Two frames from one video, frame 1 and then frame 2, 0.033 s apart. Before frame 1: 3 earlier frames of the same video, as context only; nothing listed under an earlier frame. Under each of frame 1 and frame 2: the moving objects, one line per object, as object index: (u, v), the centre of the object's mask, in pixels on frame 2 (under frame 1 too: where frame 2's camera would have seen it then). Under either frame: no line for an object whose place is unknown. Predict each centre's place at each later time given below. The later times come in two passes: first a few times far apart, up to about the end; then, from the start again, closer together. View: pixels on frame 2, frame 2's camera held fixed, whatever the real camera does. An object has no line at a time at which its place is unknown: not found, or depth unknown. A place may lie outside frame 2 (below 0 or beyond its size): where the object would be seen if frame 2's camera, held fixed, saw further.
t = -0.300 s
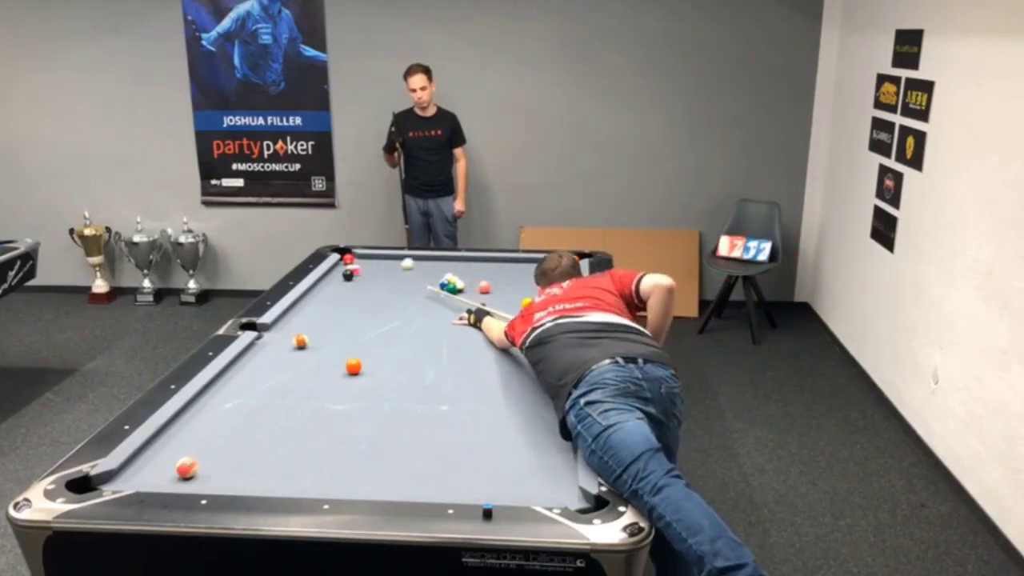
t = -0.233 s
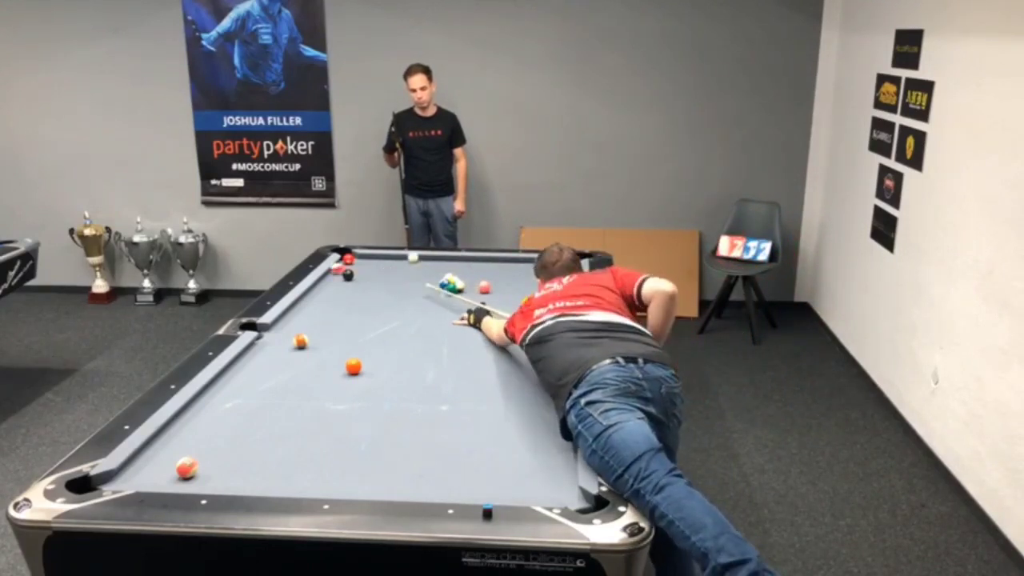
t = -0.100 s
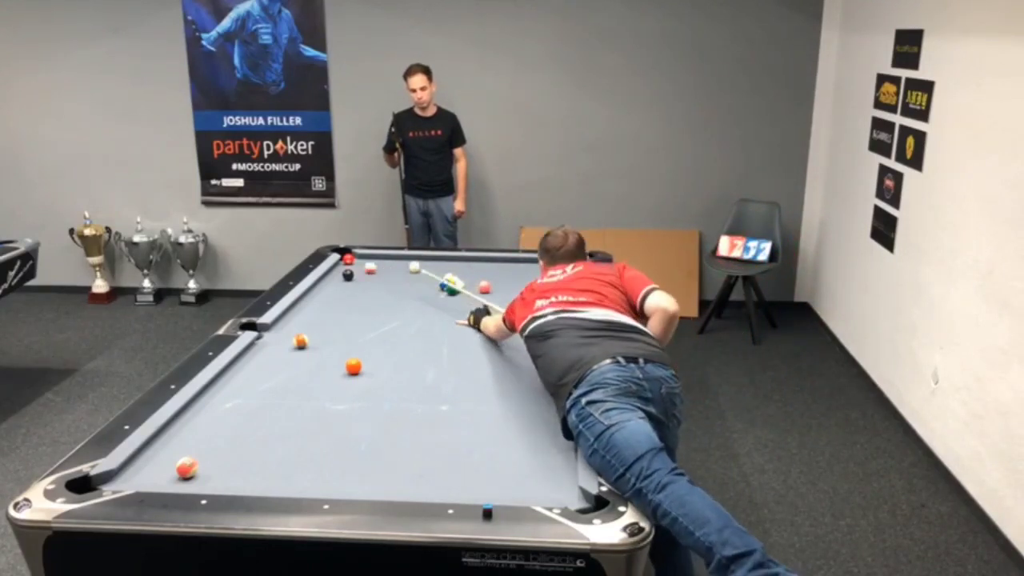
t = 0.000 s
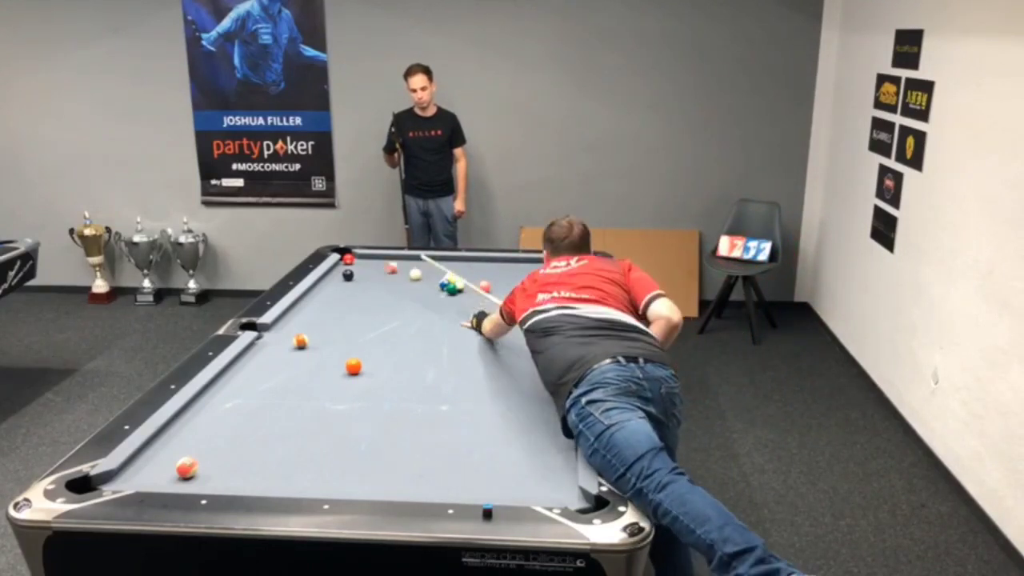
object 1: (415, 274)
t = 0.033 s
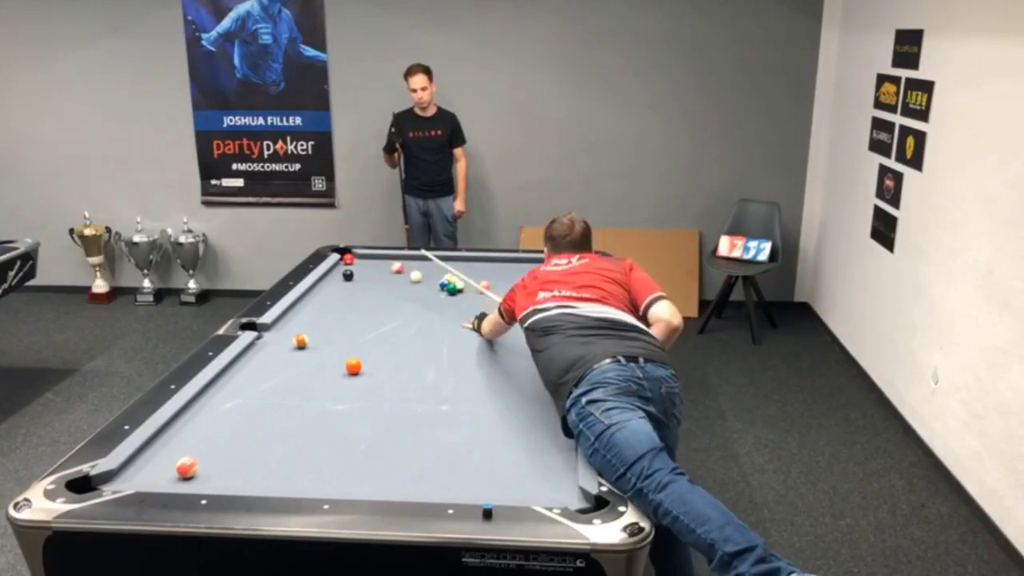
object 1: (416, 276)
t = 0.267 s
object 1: (418, 292)
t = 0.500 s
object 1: (420, 309)
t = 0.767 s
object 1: (423, 330)
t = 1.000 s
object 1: (427, 351)
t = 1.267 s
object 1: (431, 379)
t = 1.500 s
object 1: (435, 408)
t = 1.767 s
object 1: (440, 445)
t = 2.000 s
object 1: (447, 483)
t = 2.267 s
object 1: (464, 472)
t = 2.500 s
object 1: (479, 453)
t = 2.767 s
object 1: (494, 433)
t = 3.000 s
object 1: (505, 418)
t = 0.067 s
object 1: (416, 279)
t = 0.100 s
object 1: (416, 281)
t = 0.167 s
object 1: (417, 285)
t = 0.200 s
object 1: (417, 287)
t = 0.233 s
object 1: (417, 290)
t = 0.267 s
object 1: (418, 292)
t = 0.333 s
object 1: (418, 297)
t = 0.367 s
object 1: (419, 299)
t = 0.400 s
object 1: (419, 302)
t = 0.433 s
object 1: (419, 304)
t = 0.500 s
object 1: (420, 309)
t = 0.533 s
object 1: (420, 311)
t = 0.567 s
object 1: (421, 314)
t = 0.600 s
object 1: (421, 317)
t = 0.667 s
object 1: (422, 322)
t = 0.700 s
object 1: (423, 324)
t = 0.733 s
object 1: (423, 327)
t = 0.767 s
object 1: (423, 330)
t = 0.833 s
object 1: (424, 336)
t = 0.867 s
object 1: (425, 339)
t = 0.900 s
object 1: (425, 342)
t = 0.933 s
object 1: (426, 345)
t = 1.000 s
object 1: (427, 351)
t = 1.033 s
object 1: (427, 355)
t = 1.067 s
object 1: (428, 358)
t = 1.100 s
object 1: (428, 361)
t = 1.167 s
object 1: (429, 368)
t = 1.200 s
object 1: (430, 372)
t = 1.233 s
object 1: (430, 376)
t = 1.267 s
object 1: (431, 379)
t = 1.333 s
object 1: (432, 387)
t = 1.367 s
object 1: (432, 391)
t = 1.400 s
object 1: (433, 395)
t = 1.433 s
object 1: (434, 399)
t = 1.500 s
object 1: (435, 408)
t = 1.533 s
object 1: (436, 412)
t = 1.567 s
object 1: (436, 416)
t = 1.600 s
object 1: (437, 421)
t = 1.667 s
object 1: (438, 430)
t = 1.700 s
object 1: (439, 435)
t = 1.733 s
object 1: (439, 440)
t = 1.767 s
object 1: (440, 445)
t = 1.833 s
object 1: (442, 456)
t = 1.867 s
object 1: (443, 461)
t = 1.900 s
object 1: (444, 466)
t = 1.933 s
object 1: (445, 472)
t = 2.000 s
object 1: (447, 483)
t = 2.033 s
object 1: (447, 486)
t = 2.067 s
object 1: (449, 488)
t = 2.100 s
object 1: (452, 485)
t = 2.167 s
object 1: (457, 481)
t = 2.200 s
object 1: (459, 478)
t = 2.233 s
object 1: (461, 475)
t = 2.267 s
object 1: (464, 472)
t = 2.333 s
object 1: (468, 467)
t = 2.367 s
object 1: (470, 464)
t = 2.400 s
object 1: (473, 461)
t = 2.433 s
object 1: (475, 458)
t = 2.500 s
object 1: (479, 453)
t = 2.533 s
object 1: (481, 450)
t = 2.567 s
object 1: (483, 448)
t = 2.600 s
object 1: (485, 445)
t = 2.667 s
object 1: (488, 440)
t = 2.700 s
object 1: (490, 438)
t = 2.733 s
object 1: (492, 436)
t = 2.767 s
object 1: (494, 433)
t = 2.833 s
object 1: (497, 429)
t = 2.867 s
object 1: (499, 427)
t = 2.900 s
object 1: (501, 425)
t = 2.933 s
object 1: (502, 423)
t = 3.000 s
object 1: (505, 418)
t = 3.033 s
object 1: (507, 417)
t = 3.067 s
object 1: (508, 415)
